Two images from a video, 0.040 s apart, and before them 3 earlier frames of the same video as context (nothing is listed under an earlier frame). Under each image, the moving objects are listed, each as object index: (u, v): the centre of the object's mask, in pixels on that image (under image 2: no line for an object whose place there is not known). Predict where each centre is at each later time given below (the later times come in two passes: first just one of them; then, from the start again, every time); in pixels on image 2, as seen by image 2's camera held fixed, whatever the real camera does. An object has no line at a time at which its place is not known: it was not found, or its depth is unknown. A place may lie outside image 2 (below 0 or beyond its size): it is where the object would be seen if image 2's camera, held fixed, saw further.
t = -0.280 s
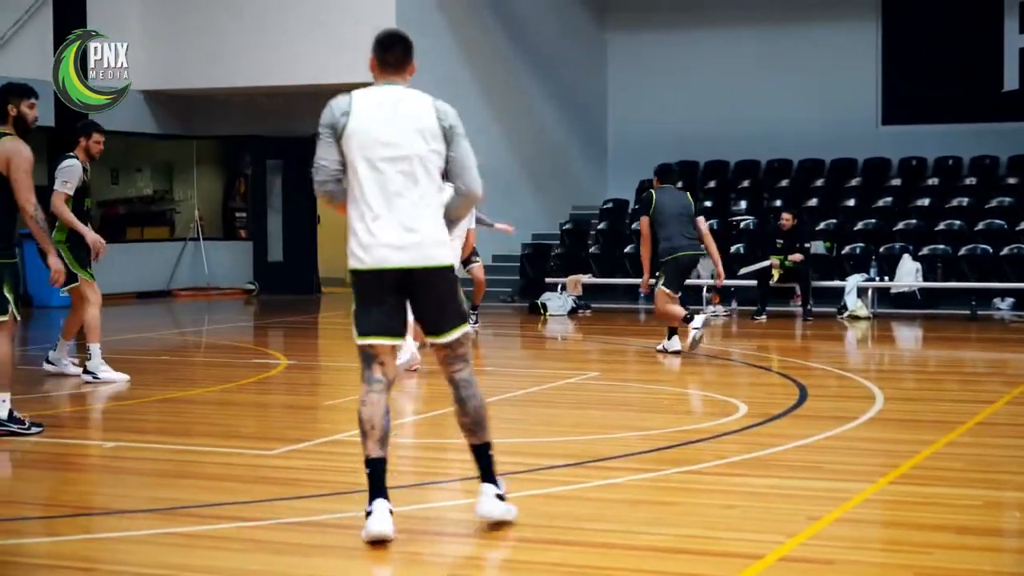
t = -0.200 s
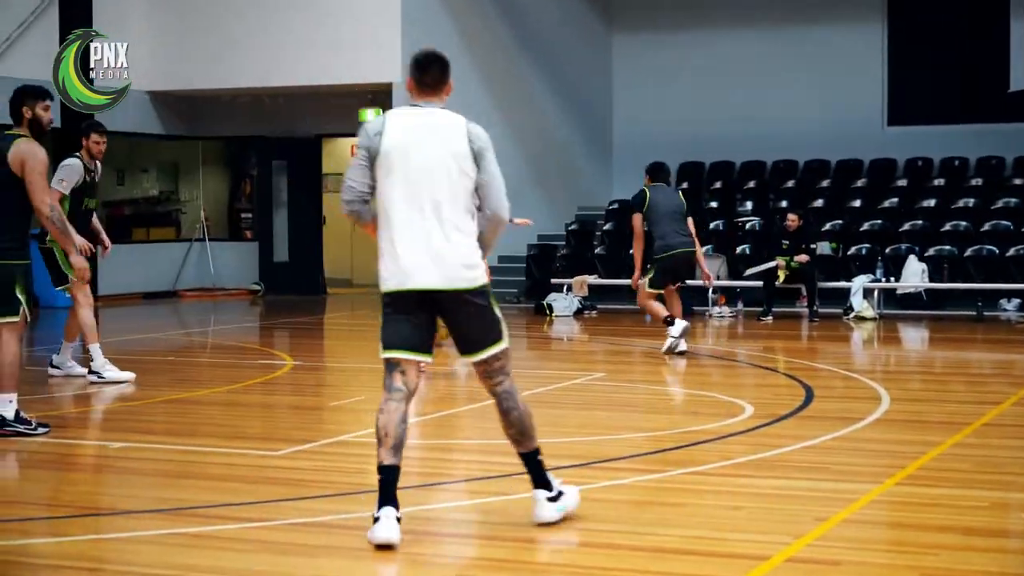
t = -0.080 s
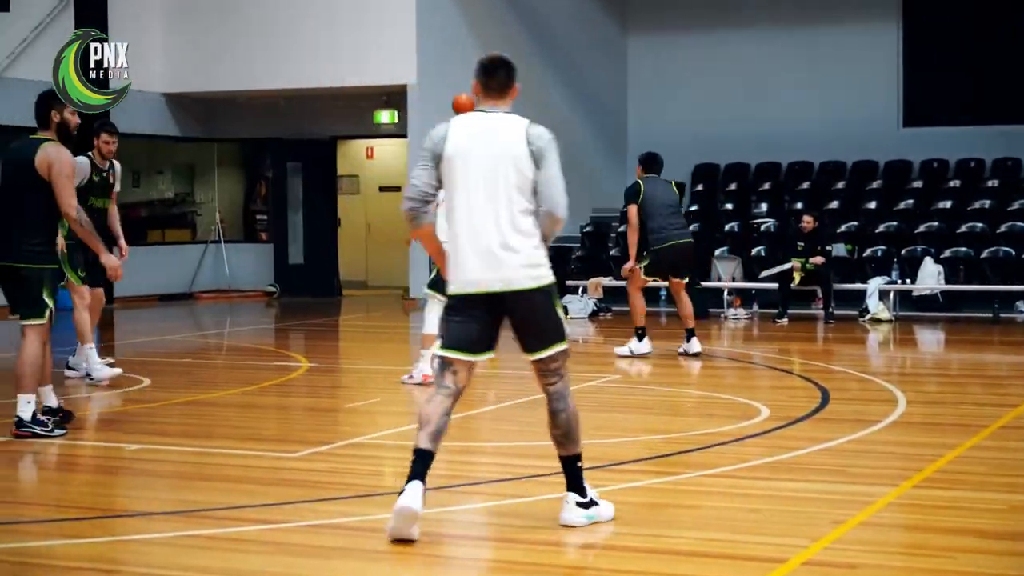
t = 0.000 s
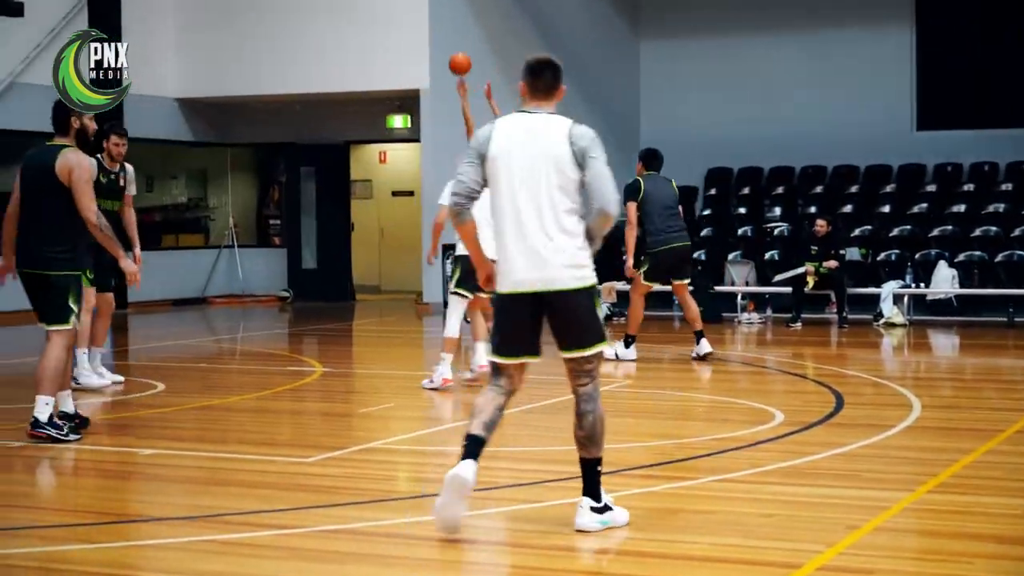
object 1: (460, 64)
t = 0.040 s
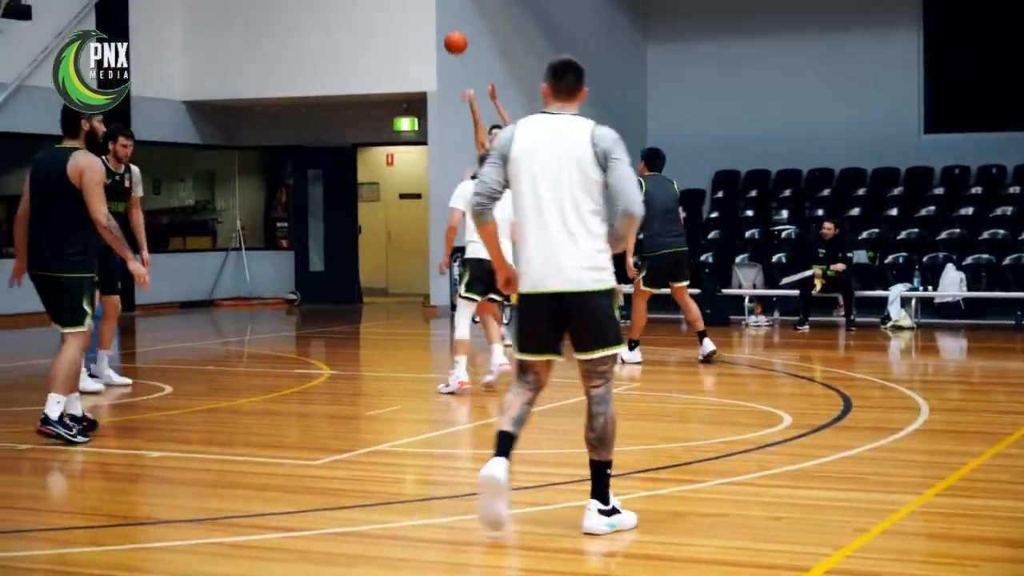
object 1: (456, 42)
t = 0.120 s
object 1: (433, 1)
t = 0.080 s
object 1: (445, 20)
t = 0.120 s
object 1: (433, 1)
